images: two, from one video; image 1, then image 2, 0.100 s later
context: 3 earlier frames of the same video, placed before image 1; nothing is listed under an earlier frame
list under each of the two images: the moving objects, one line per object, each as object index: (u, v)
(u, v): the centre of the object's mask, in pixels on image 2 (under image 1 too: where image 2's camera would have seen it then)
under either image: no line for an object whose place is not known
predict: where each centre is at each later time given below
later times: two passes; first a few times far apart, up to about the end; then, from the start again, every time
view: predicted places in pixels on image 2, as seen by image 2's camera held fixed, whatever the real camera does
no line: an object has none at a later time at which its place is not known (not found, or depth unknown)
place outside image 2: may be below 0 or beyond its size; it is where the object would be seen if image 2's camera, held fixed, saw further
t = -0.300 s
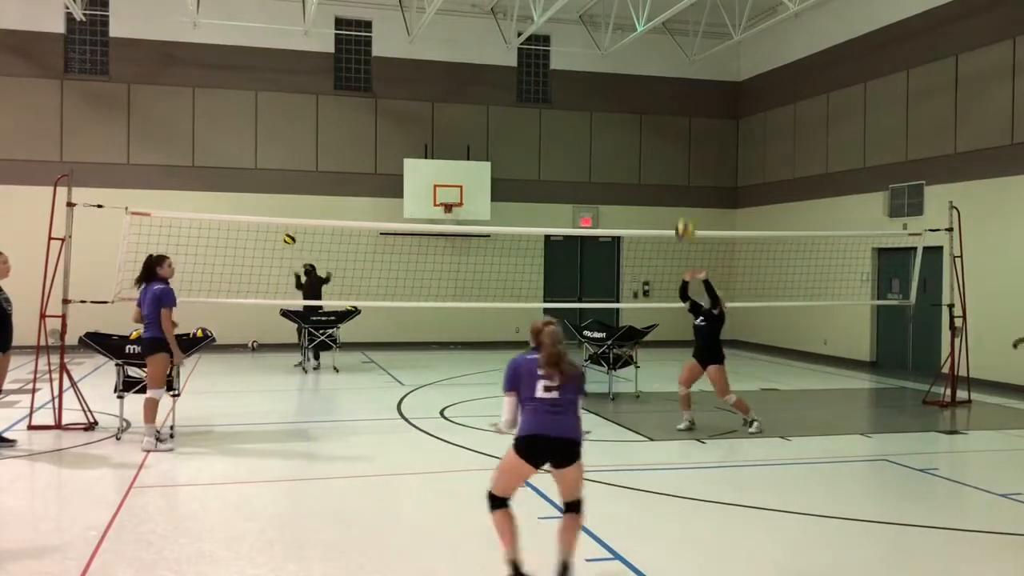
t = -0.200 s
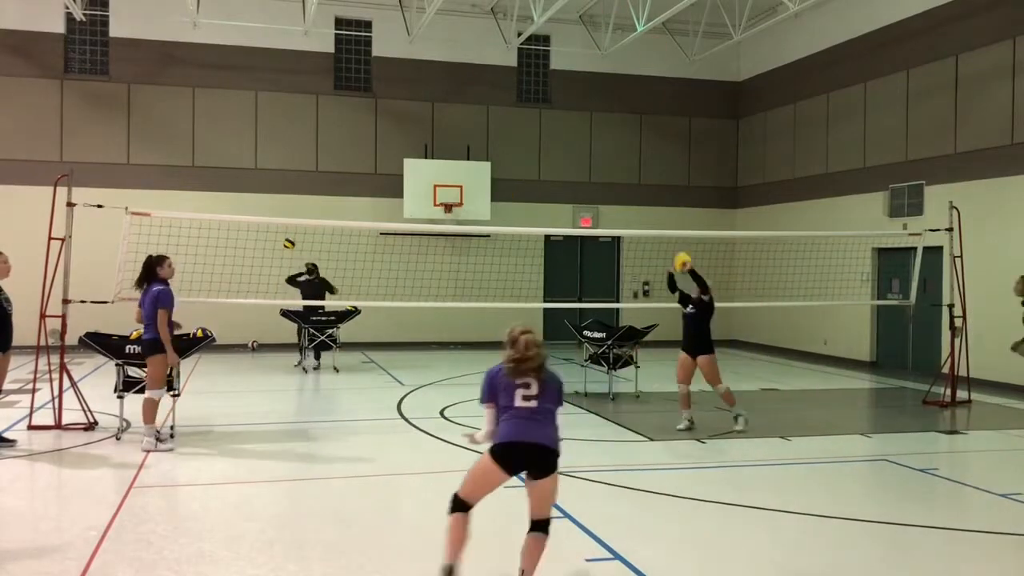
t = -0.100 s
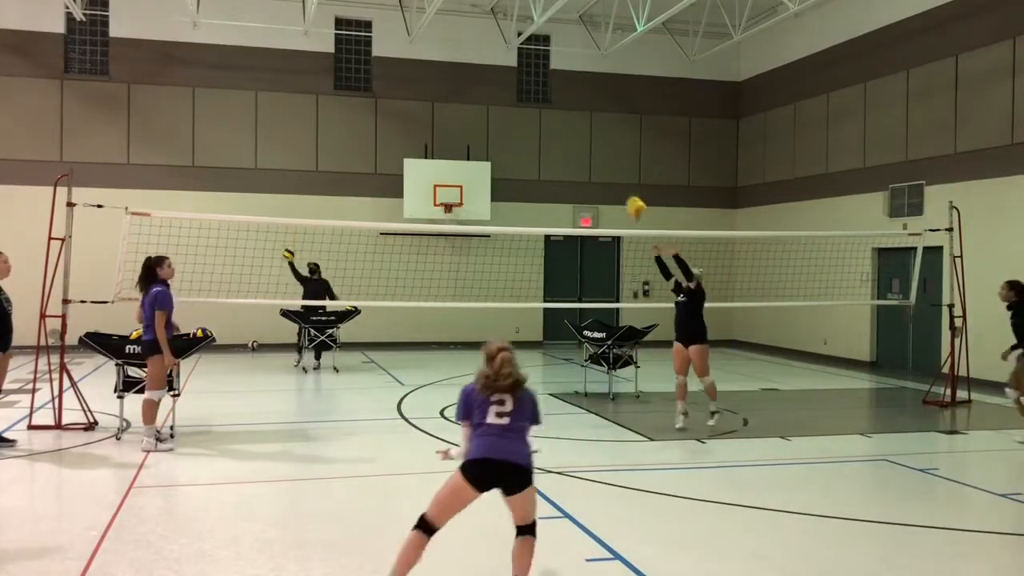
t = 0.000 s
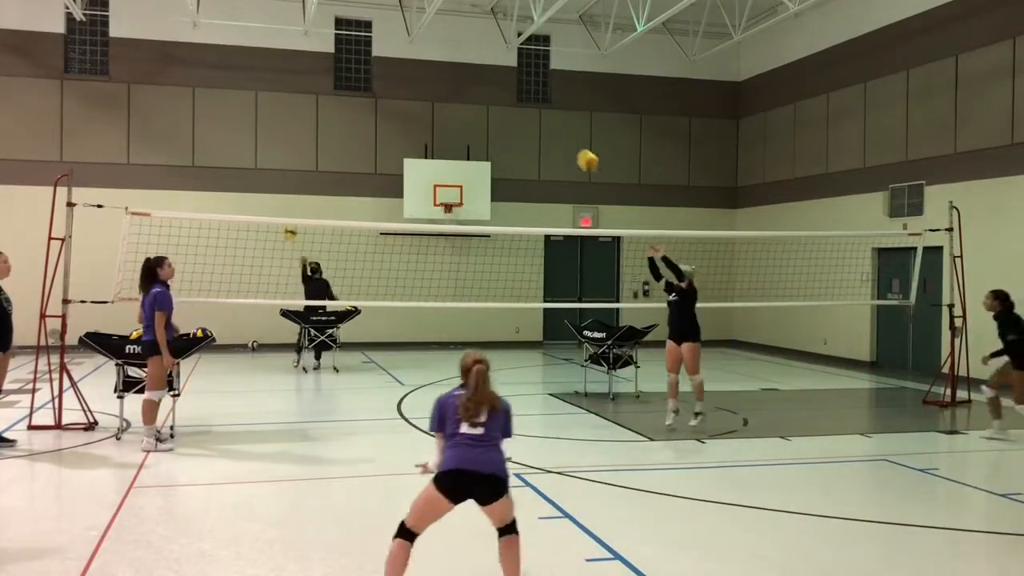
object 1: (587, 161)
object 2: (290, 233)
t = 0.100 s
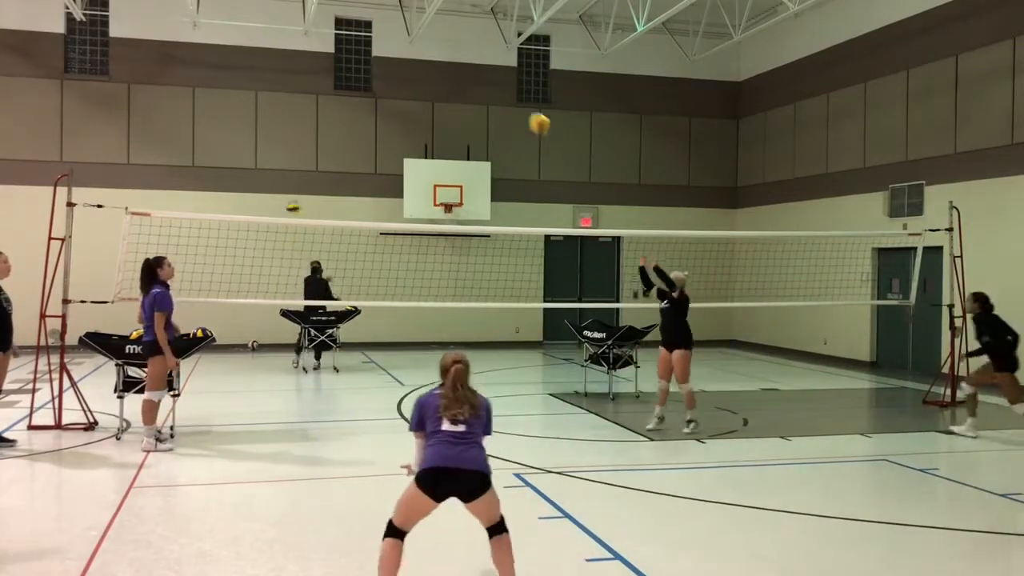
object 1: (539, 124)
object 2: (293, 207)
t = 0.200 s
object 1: (491, 95)
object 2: (297, 185)
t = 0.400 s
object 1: (395, 65)
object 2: (308, 151)
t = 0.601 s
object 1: (298, 72)
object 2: (321, 148)
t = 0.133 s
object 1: (523, 113)
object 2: (294, 199)
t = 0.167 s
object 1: (507, 103)
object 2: (295, 191)
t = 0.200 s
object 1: (491, 95)
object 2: (297, 185)
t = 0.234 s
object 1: (475, 88)
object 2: (299, 178)
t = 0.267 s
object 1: (459, 81)
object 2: (301, 172)
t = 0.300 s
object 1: (443, 75)
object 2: (303, 166)
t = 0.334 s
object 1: (427, 71)
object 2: (304, 161)
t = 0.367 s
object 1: (411, 67)
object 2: (306, 156)
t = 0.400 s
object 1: (395, 65)
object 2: (308, 151)
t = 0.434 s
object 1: (379, 64)
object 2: (310, 148)
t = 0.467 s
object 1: (363, 63)
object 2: (312, 146)
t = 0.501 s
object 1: (346, 64)
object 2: (314, 145)
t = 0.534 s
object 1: (331, 65)
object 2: (317, 144)
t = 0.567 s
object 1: (314, 68)
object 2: (319, 145)
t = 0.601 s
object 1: (298, 72)
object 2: (321, 148)
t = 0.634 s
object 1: (282, 77)
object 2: (324, 151)
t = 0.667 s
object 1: (266, 83)
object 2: (327, 156)
